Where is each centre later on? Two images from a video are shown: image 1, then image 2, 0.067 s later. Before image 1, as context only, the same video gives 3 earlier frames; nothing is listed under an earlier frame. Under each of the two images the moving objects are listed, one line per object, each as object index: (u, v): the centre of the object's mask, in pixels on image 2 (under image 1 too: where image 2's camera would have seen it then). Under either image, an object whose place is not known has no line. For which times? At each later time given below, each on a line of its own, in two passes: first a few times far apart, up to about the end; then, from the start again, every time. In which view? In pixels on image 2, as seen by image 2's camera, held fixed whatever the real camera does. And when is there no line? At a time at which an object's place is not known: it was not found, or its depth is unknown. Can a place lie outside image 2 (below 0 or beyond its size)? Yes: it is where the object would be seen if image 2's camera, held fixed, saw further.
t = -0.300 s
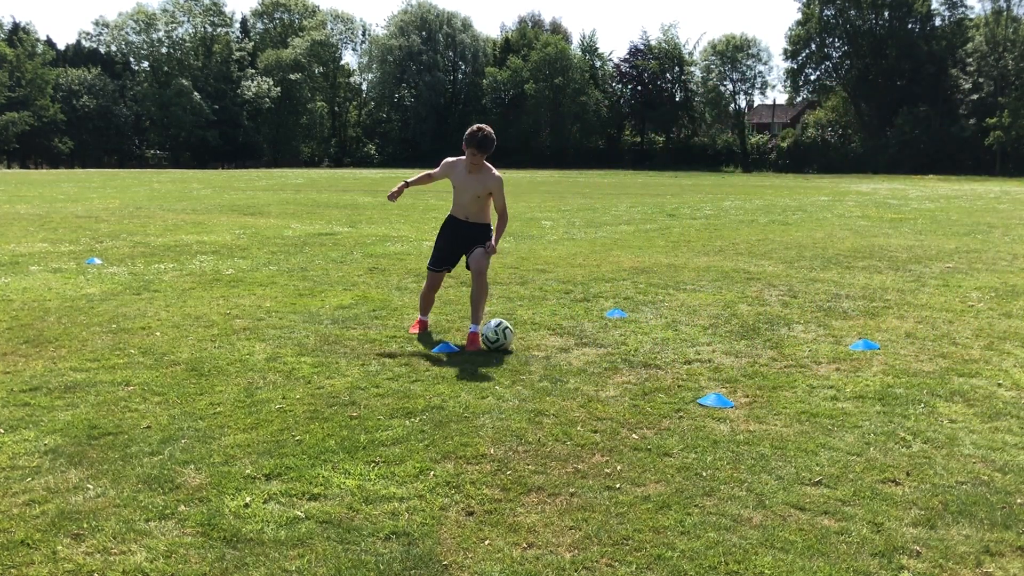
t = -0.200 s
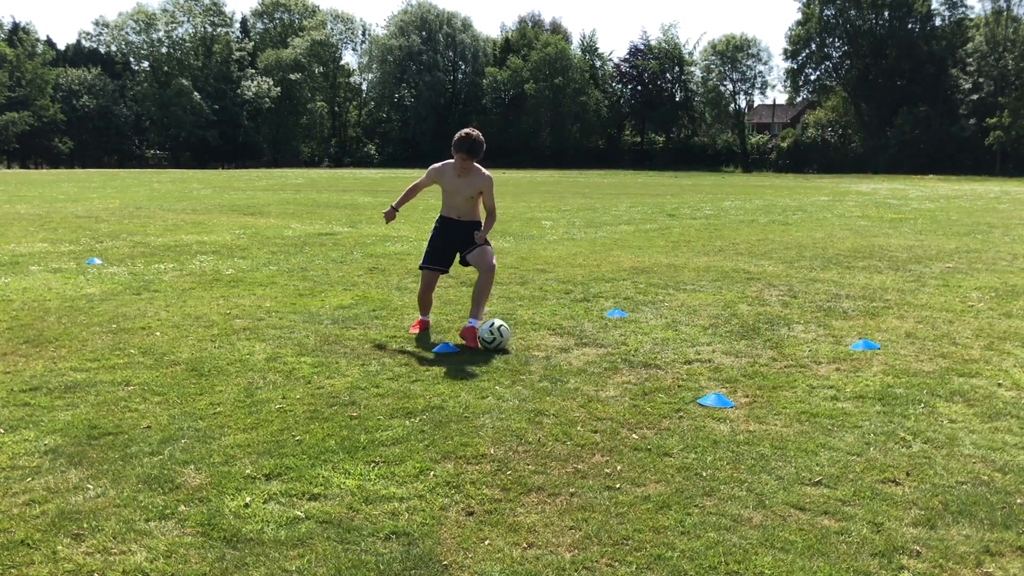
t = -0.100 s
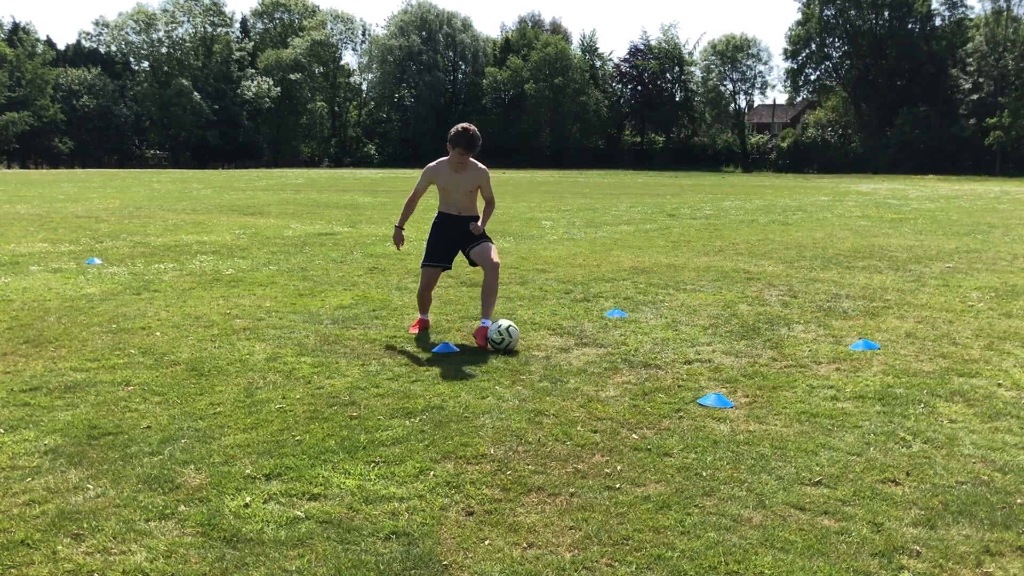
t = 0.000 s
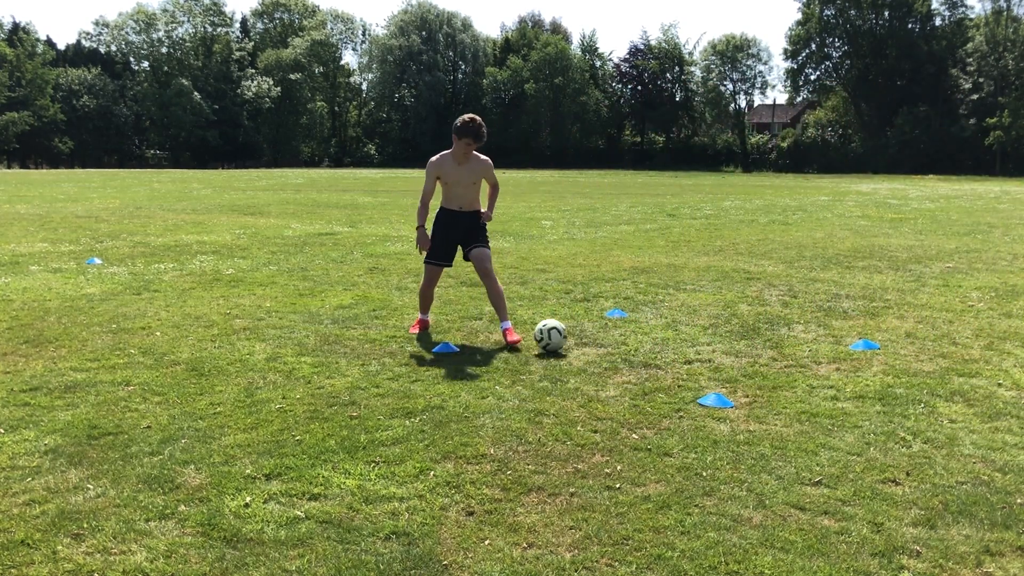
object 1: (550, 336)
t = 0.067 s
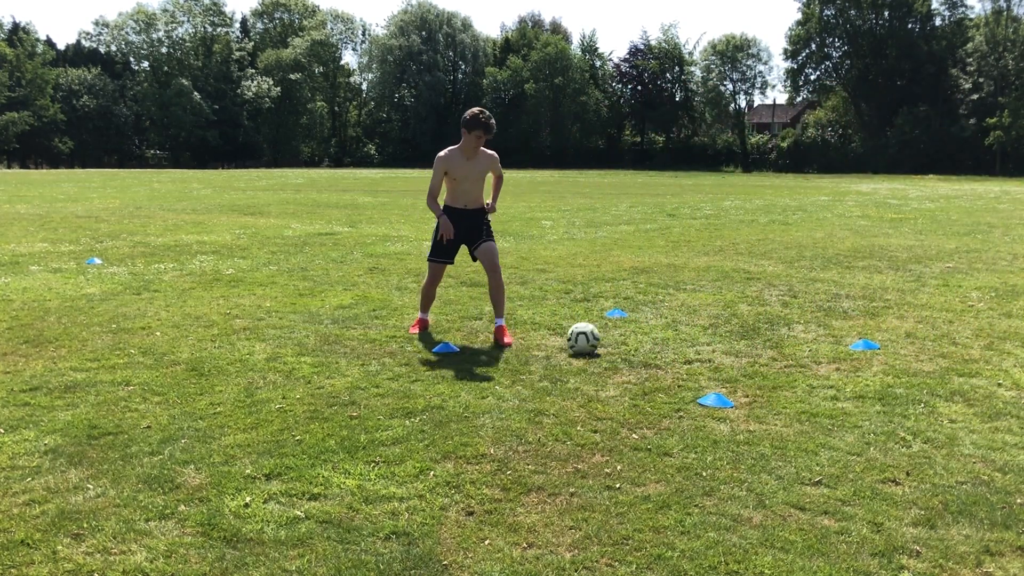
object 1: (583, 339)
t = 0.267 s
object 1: (654, 341)
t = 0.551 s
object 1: (735, 341)
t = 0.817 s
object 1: (803, 342)
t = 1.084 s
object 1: (862, 343)
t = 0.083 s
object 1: (589, 338)
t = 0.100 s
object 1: (596, 337)
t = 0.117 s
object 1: (603, 337)
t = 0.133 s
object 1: (608, 337)
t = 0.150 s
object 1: (615, 338)
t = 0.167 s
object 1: (620, 338)
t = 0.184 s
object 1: (627, 339)
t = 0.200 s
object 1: (632, 340)
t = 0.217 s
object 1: (638, 342)
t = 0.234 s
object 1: (643, 342)
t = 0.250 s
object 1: (648, 341)
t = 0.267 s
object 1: (654, 341)
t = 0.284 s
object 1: (659, 342)
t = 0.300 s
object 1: (664, 342)
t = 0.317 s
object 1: (669, 341)
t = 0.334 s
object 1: (674, 342)
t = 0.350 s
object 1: (679, 342)
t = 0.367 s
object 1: (684, 342)
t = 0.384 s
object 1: (689, 341)
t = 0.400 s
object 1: (694, 340)
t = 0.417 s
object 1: (699, 341)
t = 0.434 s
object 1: (704, 341)
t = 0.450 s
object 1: (708, 342)
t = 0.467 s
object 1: (713, 343)
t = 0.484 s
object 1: (718, 342)
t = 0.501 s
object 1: (723, 341)
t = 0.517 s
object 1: (727, 341)
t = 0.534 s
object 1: (731, 341)
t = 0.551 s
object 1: (735, 341)
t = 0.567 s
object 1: (740, 341)
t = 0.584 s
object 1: (744, 342)
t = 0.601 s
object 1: (748, 343)
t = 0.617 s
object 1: (752, 343)
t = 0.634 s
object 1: (757, 344)
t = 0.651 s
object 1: (761, 343)
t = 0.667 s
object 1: (765, 343)
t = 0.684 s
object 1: (770, 342)
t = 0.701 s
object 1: (774, 343)
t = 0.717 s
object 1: (778, 343)
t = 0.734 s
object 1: (783, 343)
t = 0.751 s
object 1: (786, 343)
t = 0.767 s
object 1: (791, 343)
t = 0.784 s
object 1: (795, 343)
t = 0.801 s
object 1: (799, 342)
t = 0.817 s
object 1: (803, 342)
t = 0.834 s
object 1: (808, 342)
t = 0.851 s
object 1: (811, 342)
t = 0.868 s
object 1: (815, 342)
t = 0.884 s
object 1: (819, 343)
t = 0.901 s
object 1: (823, 343)
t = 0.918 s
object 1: (827, 343)
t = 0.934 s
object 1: (831, 343)
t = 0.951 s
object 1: (835, 344)
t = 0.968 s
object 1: (838, 343)
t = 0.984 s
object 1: (842, 343)
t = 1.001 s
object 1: (845, 343)
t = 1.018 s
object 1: (849, 343)
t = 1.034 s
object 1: (852, 343)
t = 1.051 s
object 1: (856, 343)
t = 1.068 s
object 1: (859, 343)
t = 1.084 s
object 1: (862, 343)
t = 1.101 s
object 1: (866, 344)
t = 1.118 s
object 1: (869, 345)
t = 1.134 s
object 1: (873, 346)
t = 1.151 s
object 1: (877, 346)
